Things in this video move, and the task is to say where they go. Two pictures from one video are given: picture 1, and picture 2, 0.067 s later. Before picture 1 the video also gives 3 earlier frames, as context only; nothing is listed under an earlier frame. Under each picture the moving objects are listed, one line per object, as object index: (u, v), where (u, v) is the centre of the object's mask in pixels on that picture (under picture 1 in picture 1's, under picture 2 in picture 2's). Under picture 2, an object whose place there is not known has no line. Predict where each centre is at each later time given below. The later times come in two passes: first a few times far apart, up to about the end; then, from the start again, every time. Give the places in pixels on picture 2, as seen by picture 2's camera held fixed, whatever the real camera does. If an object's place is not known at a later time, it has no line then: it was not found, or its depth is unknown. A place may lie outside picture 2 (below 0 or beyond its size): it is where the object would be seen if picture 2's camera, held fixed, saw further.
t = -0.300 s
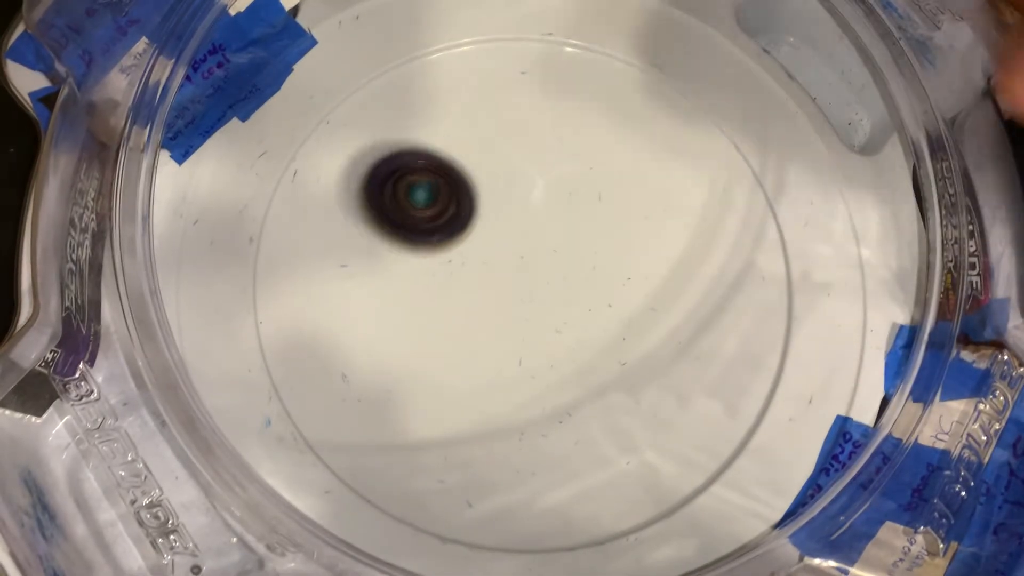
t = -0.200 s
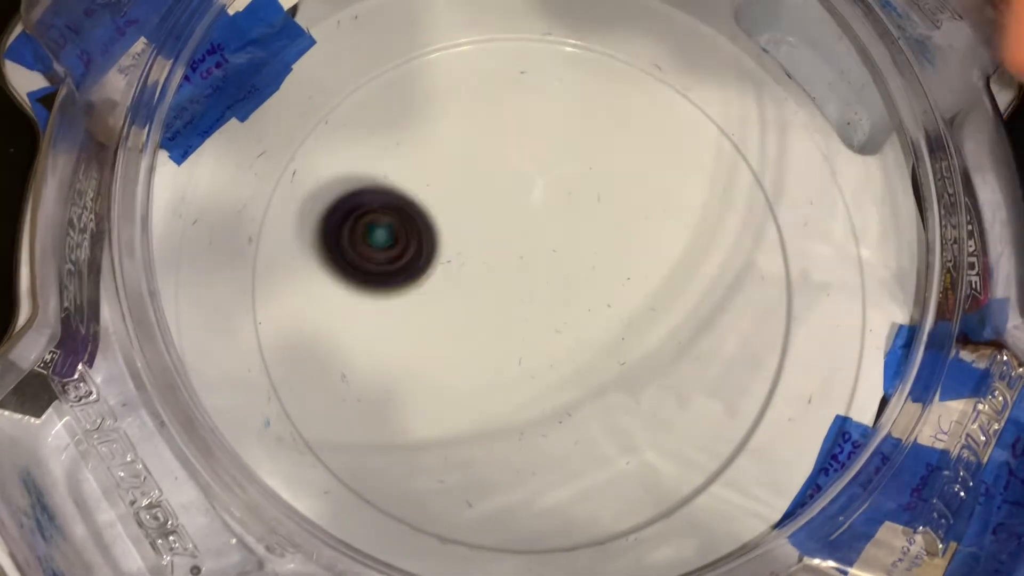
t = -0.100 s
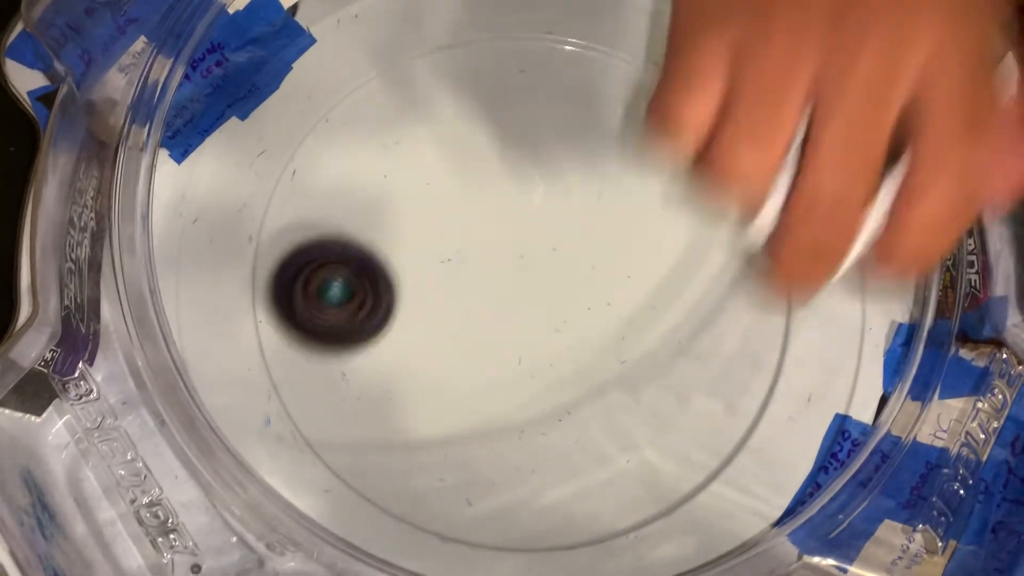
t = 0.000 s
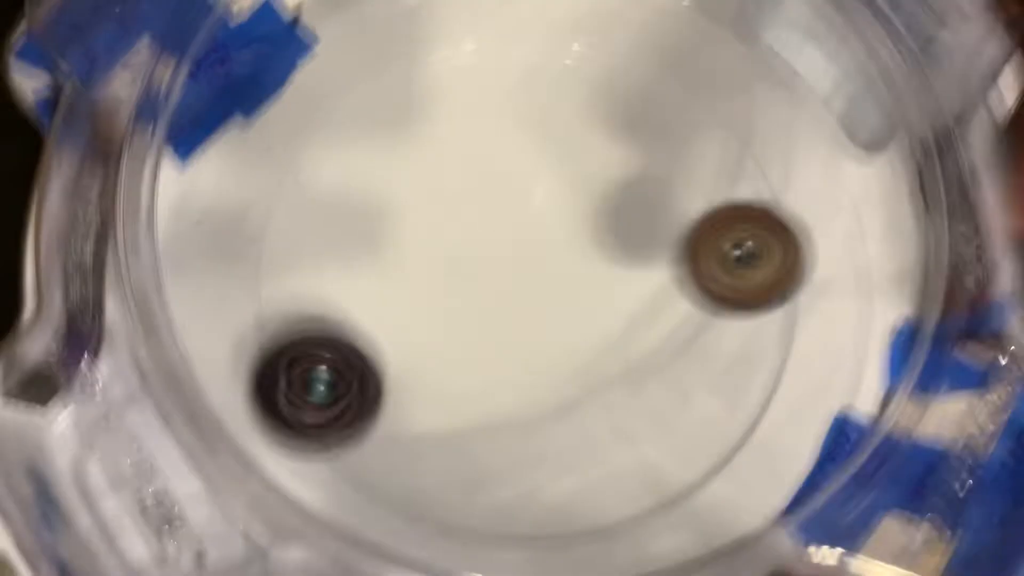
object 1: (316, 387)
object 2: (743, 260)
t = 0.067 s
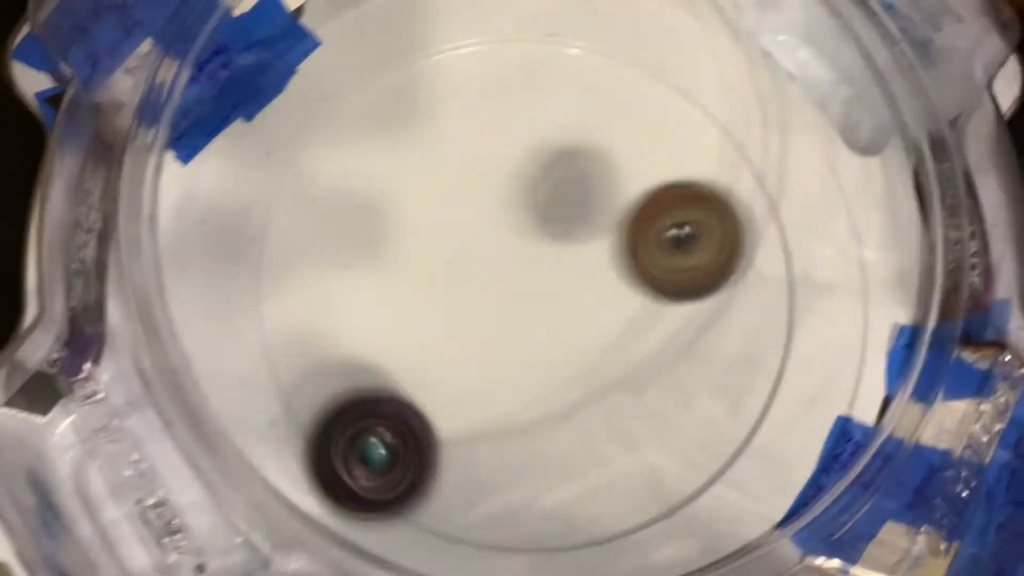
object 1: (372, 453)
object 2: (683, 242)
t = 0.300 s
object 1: (712, 324)
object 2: (423, 297)
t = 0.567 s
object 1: (531, 34)
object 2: (364, 357)
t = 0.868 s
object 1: (352, 455)
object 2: (606, 328)
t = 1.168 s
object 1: (761, 163)
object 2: (515, 293)
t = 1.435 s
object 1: (264, 238)
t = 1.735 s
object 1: (584, 458)
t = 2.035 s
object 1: (571, 98)
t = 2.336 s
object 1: (295, 340)
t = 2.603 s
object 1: (730, 452)
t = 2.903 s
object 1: (514, 39)
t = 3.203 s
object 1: (338, 446)
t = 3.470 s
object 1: (782, 297)
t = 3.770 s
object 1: (426, 72)
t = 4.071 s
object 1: (366, 453)
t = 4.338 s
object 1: (734, 341)
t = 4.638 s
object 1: (474, 37)
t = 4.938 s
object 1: (308, 374)
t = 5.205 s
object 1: (716, 440)
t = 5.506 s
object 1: (672, 81)
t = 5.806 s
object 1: (317, 234)
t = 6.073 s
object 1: (510, 517)
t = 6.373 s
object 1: (683, 223)
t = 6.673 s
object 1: (336, 141)
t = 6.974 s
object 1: (443, 457)
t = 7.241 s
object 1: (730, 276)
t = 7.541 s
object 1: (532, 49)
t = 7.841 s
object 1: (358, 349)
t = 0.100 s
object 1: (418, 472)
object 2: (642, 249)
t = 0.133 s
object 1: (472, 478)
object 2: (596, 264)
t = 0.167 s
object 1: (528, 469)
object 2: (553, 287)
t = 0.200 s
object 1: (583, 447)
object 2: (520, 290)
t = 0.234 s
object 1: (634, 416)
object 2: (482, 296)
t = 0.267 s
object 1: (678, 373)
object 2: (454, 293)
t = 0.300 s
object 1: (712, 324)
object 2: (423, 297)
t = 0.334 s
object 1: (736, 269)
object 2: (394, 309)
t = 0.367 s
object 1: (751, 214)
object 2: (372, 319)
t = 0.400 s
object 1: (755, 157)
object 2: (358, 320)
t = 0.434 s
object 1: (745, 105)
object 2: (345, 329)
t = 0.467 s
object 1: (695, 77)
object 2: (338, 343)
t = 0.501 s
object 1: (643, 60)
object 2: (341, 348)
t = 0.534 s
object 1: (586, 43)
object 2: (350, 351)
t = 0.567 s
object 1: (531, 34)
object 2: (364, 357)
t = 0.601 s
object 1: (475, 40)
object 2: (383, 358)
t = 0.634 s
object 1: (414, 57)
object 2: (408, 360)
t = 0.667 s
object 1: (363, 83)
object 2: (435, 357)
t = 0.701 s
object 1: (321, 136)
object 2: (468, 351)
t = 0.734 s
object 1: (290, 194)
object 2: (500, 352)
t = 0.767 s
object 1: (275, 256)
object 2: (529, 350)
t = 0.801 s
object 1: (281, 328)
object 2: (559, 341)
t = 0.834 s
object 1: (306, 393)
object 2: (585, 337)
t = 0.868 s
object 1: (352, 455)
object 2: (606, 328)
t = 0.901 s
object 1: (410, 501)
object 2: (621, 320)
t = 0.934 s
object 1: (482, 521)
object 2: (629, 312)
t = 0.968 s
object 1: (566, 525)
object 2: (631, 306)
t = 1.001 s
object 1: (645, 515)
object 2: (627, 300)
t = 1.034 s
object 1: (722, 473)
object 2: (615, 296)
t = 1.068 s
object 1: (771, 406)
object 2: (597, 293)
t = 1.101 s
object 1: (799, 324)
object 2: (573, 290)
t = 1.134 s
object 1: (788, 241)
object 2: (546, 290)
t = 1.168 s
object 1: (761, 163)
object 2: (515, 293)
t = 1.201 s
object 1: (705, 102)
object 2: (484, 295)
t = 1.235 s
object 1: (637, 56)
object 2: (450, 299)
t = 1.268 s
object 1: (553, 42)
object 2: (420, 304)
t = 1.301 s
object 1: (474, 45)
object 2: (394, 309)
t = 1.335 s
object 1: (402, 58)
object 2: (369, 319)
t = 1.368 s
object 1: (343, 104)
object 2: (357, 323)
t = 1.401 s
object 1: (298, 169)
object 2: (347, 334)
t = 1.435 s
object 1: (264, 238)
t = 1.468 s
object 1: (257, 281)
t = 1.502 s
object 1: (267, 319)
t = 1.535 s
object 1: (291, 359)
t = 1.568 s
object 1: (329, 399)
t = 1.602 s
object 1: (380, 436)
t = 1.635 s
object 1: (442, 465)
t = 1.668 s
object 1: (485, 472)
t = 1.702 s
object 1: (533, 470)
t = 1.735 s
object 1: (584, 458)
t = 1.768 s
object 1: (637, 435)
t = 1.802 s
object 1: (643, 395)
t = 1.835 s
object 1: (642, 358)
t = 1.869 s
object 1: (639, 315)
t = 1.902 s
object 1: (634, 273)
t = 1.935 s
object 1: (625, 229)
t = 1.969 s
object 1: (614, 183)
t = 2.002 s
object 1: (595, 139)
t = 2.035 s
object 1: (571, 98)
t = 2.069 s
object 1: (535, 63)
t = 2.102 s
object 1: (481, 46)
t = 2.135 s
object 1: (427, 42)
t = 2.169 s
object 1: (384, 60)
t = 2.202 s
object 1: (338, 101)
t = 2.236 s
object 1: (307, 147)
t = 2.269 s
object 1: (284, 207)
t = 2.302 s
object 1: (281, 275)
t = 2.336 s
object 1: (295, 340)
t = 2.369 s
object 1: (323, 398)
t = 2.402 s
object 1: (368, 452)
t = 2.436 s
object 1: (421, 490)
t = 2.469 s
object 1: (482, 514)
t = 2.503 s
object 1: (548, 521)
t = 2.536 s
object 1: (614, 518)
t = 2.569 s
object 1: (680, 495)
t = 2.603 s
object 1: (730, 452)
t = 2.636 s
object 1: (769, 396)
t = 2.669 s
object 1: (792, 333)
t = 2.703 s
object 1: (791, 268)
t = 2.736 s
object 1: (779, 202)
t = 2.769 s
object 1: (744, 144)
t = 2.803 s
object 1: (698, 95)
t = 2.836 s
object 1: (642, 56)
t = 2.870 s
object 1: (581, 41)
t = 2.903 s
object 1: (514, 39)
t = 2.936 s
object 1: (451, 42)
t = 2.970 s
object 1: (392, 60)
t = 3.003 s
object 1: (342, 94)
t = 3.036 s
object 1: (301, 141)
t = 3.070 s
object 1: (273, 193)
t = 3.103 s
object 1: (261, 253)
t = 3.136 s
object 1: (265, 318)
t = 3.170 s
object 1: (290, 385)
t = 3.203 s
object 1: (338, 446)
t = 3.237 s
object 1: (401, 491)
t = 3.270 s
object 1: (474, 515)
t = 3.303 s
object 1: (554, 518)
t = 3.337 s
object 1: (625, 502)
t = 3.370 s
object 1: (691, 467)
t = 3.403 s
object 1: (741, 419)
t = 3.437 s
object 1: (771, 359)
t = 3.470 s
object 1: (782, 297)
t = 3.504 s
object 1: (777, 238)
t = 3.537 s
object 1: (759, 187)
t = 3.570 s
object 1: (730, 144)
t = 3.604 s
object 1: (690, 106)
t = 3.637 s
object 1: (645, 83)
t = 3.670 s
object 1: (590, 65)
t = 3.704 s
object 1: (537, 60)
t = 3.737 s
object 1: (482, 62)
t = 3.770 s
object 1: (426, 72)
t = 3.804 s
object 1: (377, 94)
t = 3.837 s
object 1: (330, 122)
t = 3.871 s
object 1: (291, 158)
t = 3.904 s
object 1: (267, 199)
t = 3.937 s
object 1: (272, 255)
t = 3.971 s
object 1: (279, 311)
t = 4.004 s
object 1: (288, 366)
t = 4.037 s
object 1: (325, 413)
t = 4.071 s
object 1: (366, 453)
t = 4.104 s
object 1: (417, 490)
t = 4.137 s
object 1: (476, 511)
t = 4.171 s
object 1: (539, 514)
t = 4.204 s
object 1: (594, 504)
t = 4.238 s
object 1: (648, 477)
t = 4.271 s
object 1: (691, 438)
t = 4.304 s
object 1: (717, 394)
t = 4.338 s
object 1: (734, 341)
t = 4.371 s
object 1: (736, 289)
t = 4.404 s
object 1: (728, 238)
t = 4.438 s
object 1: (710, 188)
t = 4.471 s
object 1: (684, 146)
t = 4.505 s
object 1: (650, 107)
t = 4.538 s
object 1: (610, 76)
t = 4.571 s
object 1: (565, 51)
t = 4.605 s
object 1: (521, 40)
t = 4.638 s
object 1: (474, 37)
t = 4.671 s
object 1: (430, 40)
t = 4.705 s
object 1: (389, 60)
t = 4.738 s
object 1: (354, 91)
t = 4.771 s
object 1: (319, 125)
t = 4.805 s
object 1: (290, 168)
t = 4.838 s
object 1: (273, 216)
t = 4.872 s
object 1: (272, 269)
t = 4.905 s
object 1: (284, 324)
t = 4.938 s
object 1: (308, 374)
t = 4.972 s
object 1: (349, 421)
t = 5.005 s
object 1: (396, 455)
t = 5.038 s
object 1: (451, 482)
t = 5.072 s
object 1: (505, 494)
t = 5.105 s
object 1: (565, 496)
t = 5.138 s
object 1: (620, 487)
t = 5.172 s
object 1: (675, 467)
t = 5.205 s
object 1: (716, 440)
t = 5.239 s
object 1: (755, 403)
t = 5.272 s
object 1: (780, 365)
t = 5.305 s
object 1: (795, 320)
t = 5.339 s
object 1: (791, 274)
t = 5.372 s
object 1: (781, 227)
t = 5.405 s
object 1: (767, 181)
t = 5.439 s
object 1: (743, 139)
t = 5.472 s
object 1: (712, 106)
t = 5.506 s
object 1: (672, 81)
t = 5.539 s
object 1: (627, 62)
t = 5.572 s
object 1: (578, 55)
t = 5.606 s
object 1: (530, 56)
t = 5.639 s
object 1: (483, 68)
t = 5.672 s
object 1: (438, 89)
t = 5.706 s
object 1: (398, 116)
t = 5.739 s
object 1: (365, 150)
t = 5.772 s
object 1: (336, 189)
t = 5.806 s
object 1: (317, 234)
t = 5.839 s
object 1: (306, 282)
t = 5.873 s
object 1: (302, 332)
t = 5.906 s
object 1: (307, 383)
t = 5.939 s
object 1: (323, 432)
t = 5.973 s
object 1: (359, 463)
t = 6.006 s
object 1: (406, 488)
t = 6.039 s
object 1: (455, 508)
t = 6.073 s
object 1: (510, 517)
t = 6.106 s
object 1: (564, 515)
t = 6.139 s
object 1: (616, 501)
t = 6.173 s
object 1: (659, 476)
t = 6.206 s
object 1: (695, 441)
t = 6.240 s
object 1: (715, 400)
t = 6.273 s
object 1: (723, 351)
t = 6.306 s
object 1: (721, 305)
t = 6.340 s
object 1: (707, 263)
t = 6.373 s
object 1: (683, 223)
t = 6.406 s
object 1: (653, 188)
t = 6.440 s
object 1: (617, 156)
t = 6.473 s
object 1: (578, 134)
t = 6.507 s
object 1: (536, 118)
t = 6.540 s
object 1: (494, 109)
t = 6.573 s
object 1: (452, 105)
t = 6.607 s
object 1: (412, 110)
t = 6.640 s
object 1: (373, 121)
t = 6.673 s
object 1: (336, 141)
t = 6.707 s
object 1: (303, 165)
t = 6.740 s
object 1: (278, 197)
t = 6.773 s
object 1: (268, 237)
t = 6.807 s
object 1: (274, 283)
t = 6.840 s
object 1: (288, 331)
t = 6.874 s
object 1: (312, 378)
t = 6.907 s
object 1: (350, 415)
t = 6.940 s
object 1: (395, 442)
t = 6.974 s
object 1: (443, 457)
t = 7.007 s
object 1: (495, 461)
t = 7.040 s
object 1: (545, 456)
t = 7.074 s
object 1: (592, 439)
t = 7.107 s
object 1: (633, 416)
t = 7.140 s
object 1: (668, 387)
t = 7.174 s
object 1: (699, 352)
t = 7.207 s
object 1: (718, 315)
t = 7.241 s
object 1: (730, 276)
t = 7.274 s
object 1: (734, 236)
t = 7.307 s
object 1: (732, 197)
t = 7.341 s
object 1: (722, 159)
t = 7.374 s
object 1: (704, 124)
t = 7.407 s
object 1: (679, 95)
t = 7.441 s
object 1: (649, 71)
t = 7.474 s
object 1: (613, 55)
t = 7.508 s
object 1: (574, 48)
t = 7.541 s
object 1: (532, 49)
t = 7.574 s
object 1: (492, 59)
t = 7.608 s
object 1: (454, 79)
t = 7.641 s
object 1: (421, 106)
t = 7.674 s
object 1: (392, 138)
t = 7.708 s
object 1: (371, 177)
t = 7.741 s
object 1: (356, 218)
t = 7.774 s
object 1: (349, 261)
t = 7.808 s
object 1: (350, 305)
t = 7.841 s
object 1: (358, 349)
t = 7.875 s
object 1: (375, 392)
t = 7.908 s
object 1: (398, 430)
